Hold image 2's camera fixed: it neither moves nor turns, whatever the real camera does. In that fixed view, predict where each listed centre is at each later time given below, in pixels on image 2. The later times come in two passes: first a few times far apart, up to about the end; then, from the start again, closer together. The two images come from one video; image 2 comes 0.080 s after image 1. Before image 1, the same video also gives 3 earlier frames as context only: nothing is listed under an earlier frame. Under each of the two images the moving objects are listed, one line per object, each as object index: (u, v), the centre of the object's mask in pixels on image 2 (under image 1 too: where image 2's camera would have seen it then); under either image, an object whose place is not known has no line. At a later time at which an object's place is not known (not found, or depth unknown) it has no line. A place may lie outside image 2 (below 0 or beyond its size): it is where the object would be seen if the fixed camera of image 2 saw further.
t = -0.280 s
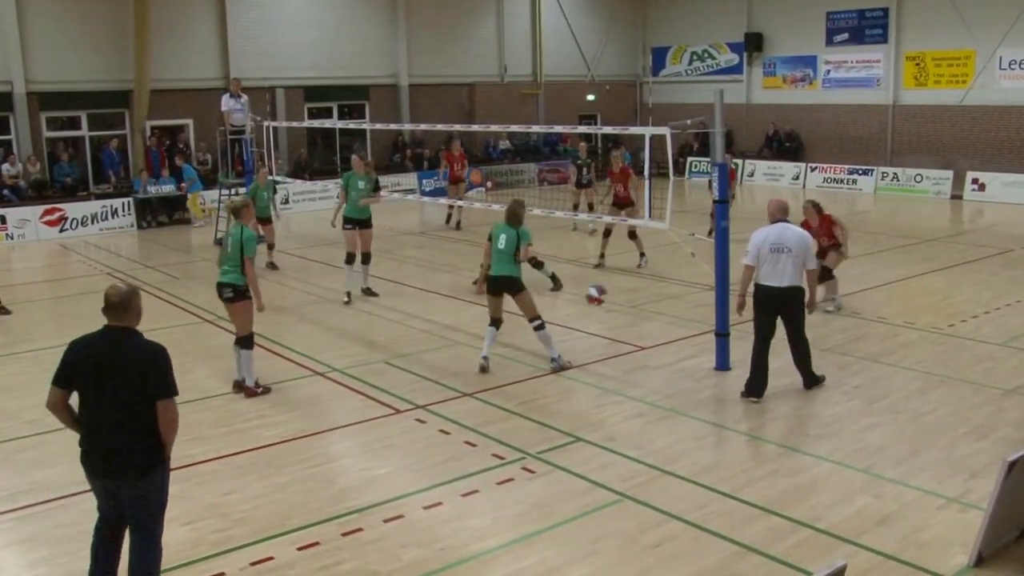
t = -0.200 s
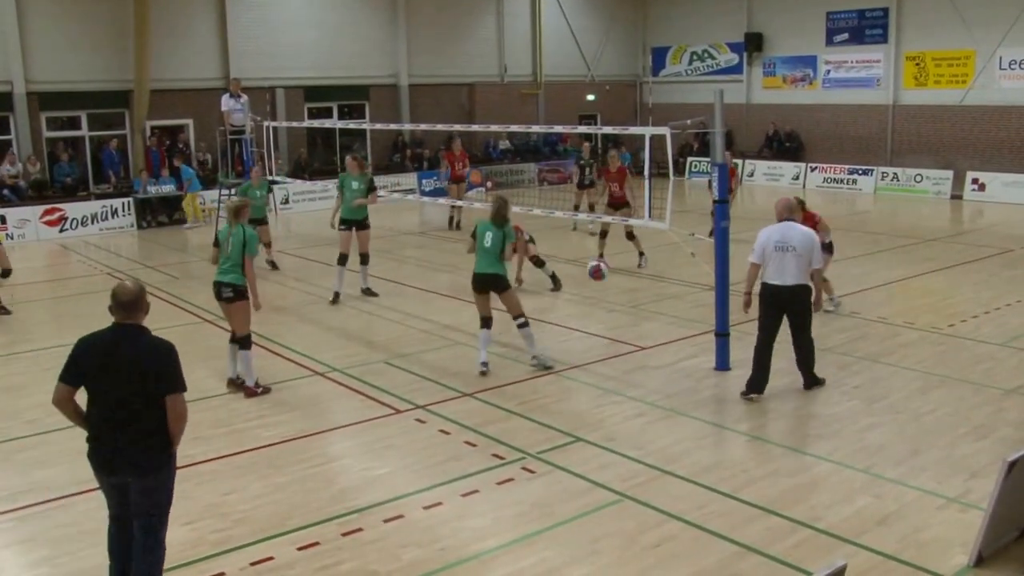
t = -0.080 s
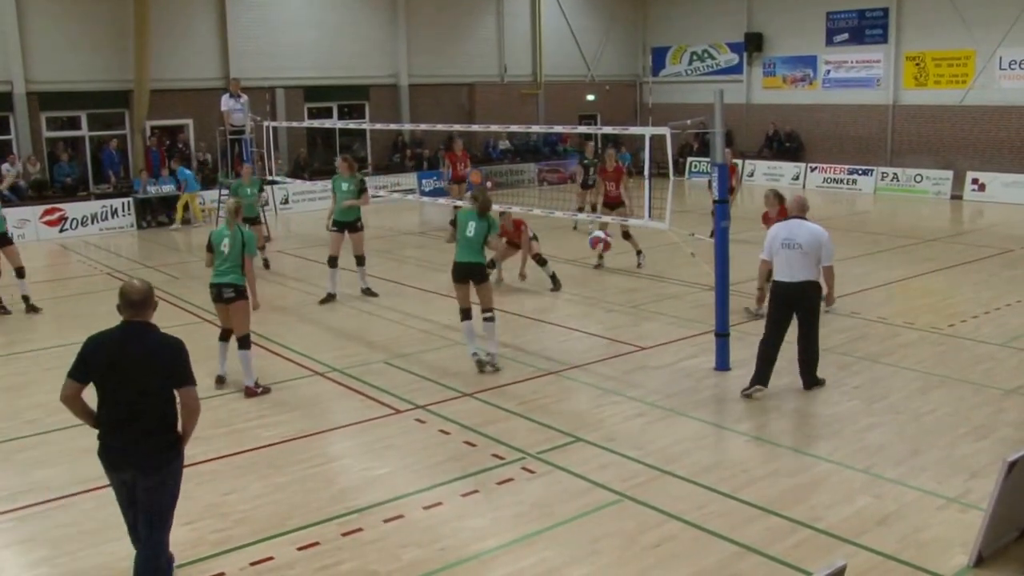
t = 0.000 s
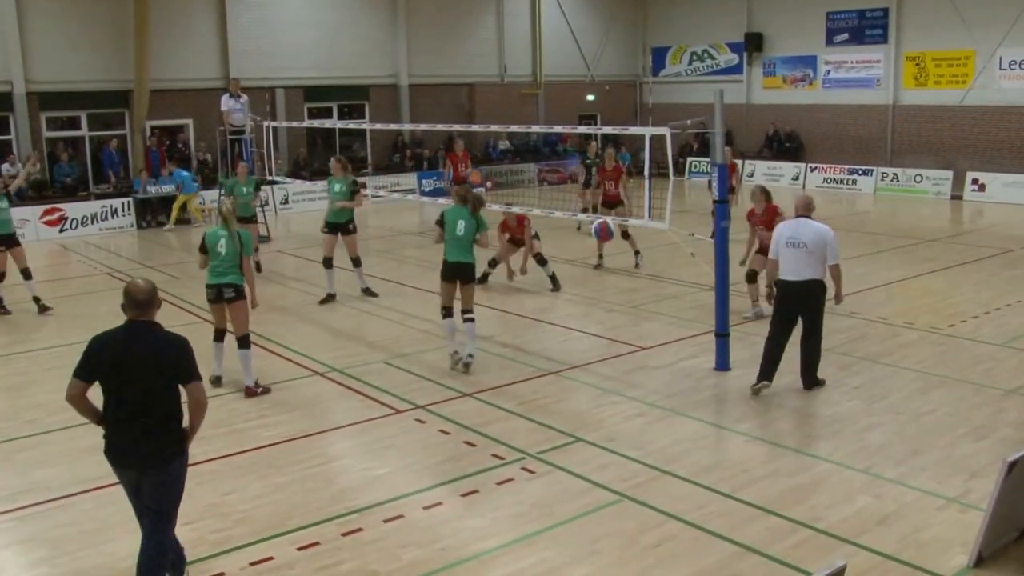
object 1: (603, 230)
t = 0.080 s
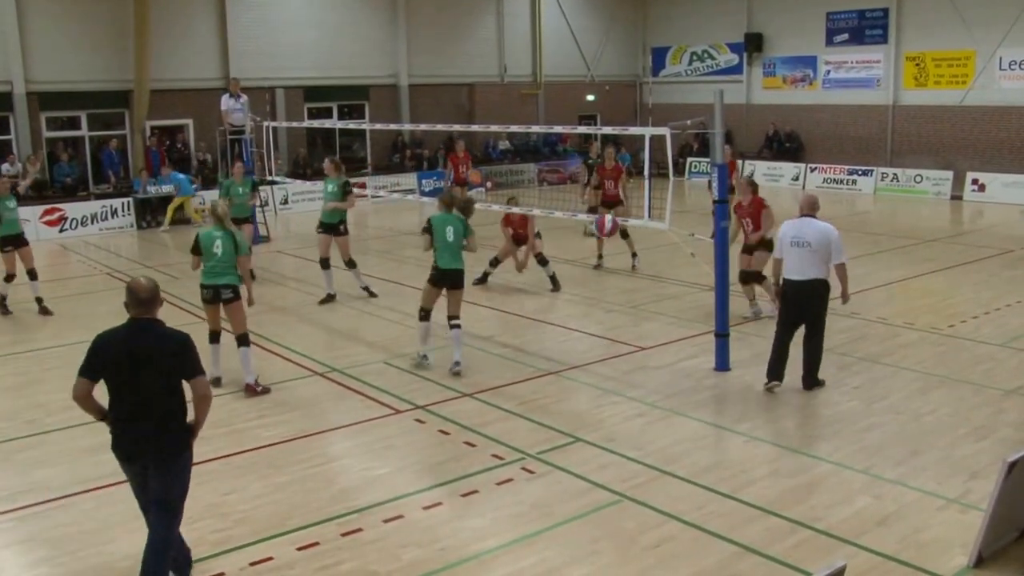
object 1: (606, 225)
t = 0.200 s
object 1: (610, 232)
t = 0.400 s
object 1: (615, 285)
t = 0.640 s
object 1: (625, 430)
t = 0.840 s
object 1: (635, 403)
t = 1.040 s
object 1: (651, 380)
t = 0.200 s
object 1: (610, 232)
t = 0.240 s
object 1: (609, 239)
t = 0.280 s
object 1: (611, 246)
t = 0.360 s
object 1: (614, 269)
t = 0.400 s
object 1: (615, 285)
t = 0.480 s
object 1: (619, 322)
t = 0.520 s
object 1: (620, 345)
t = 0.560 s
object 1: (621, 371)
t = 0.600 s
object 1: (623, 398)
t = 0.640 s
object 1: (625, 430)
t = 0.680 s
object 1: (626, 457)
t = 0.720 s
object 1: (628, 440)
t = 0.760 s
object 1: (630, 427)
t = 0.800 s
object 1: (634, 414)
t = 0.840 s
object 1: (635, 403)
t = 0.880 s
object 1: (639, 394)
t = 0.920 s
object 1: (642, 388)
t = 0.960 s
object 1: (645, 382)
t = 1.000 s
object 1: (648, 379)
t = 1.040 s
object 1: (651, 380)
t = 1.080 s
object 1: (654, 381)
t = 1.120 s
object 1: (657, 386)
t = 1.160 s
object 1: (661, 394)
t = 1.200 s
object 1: (664, 404)
